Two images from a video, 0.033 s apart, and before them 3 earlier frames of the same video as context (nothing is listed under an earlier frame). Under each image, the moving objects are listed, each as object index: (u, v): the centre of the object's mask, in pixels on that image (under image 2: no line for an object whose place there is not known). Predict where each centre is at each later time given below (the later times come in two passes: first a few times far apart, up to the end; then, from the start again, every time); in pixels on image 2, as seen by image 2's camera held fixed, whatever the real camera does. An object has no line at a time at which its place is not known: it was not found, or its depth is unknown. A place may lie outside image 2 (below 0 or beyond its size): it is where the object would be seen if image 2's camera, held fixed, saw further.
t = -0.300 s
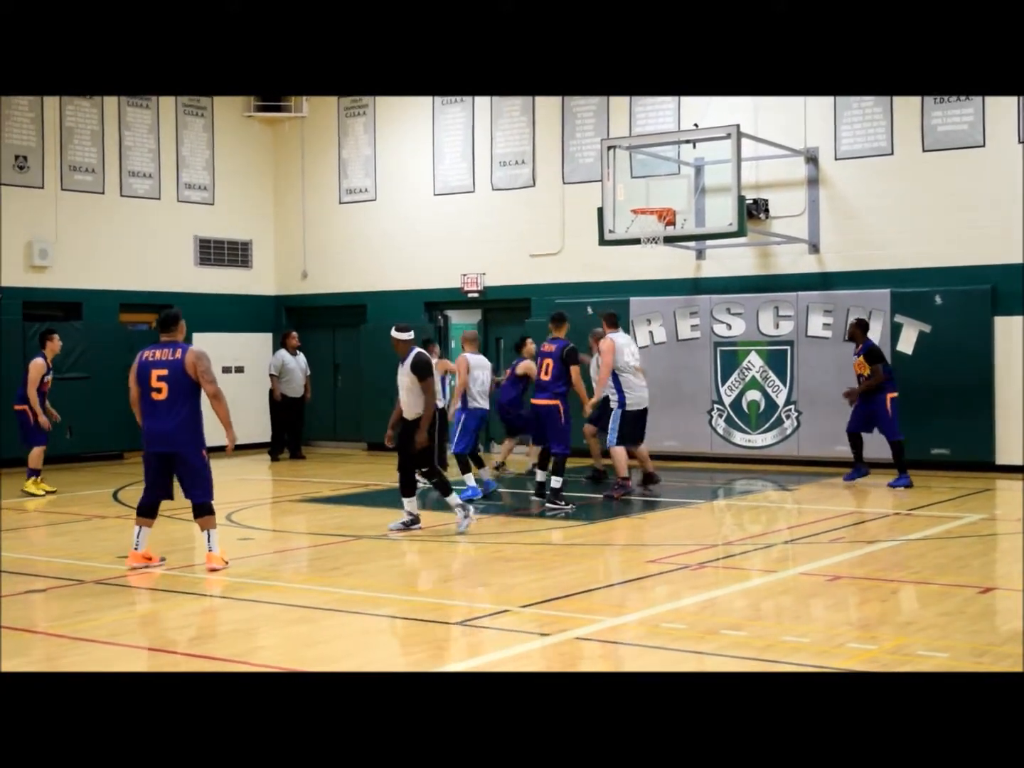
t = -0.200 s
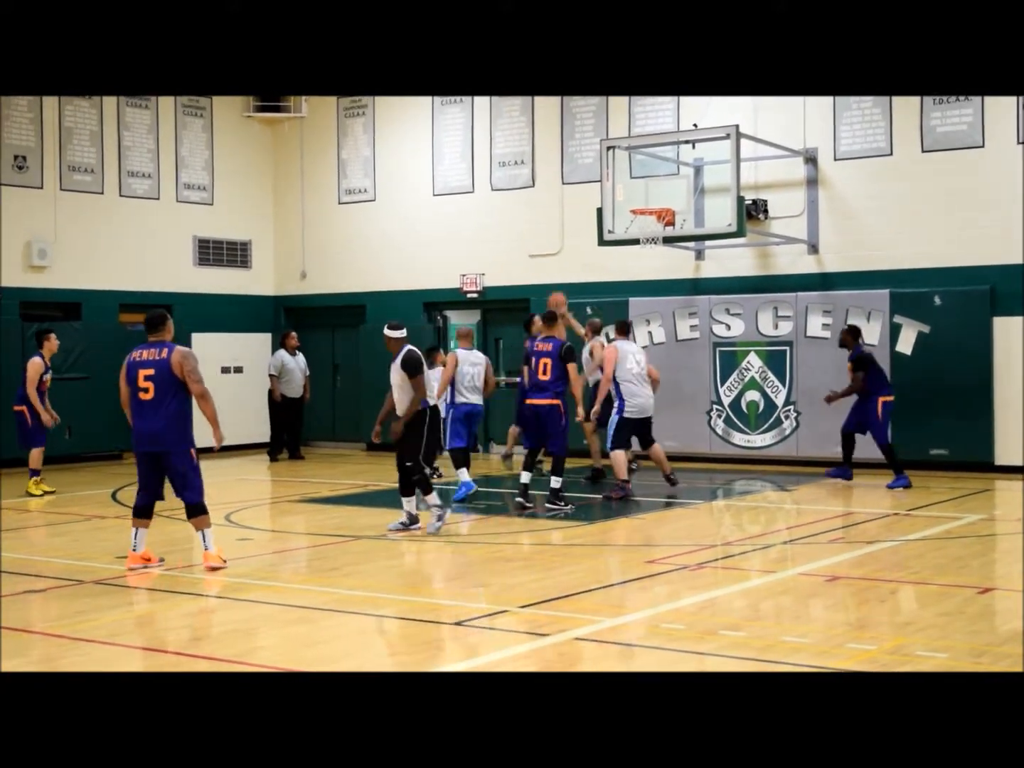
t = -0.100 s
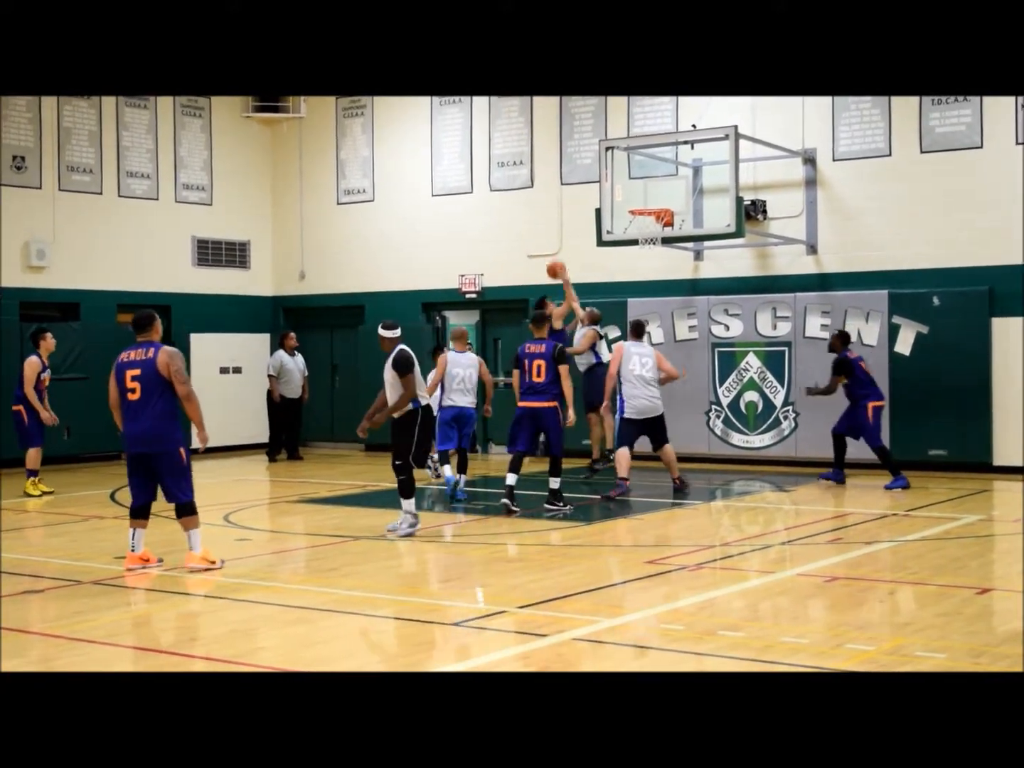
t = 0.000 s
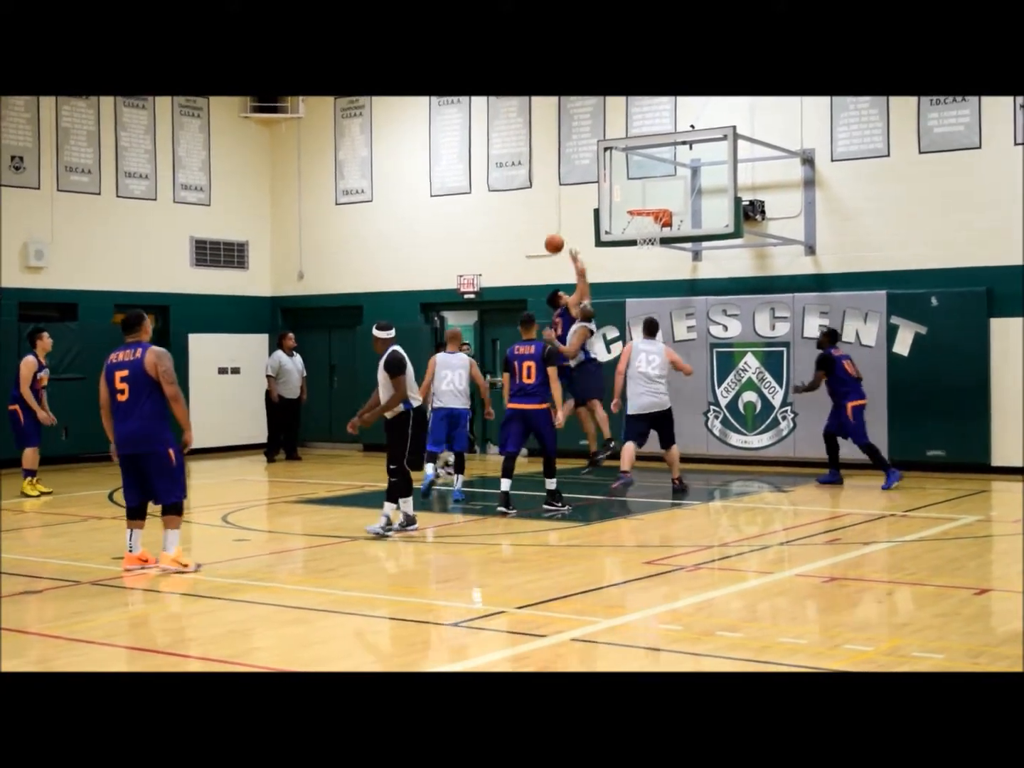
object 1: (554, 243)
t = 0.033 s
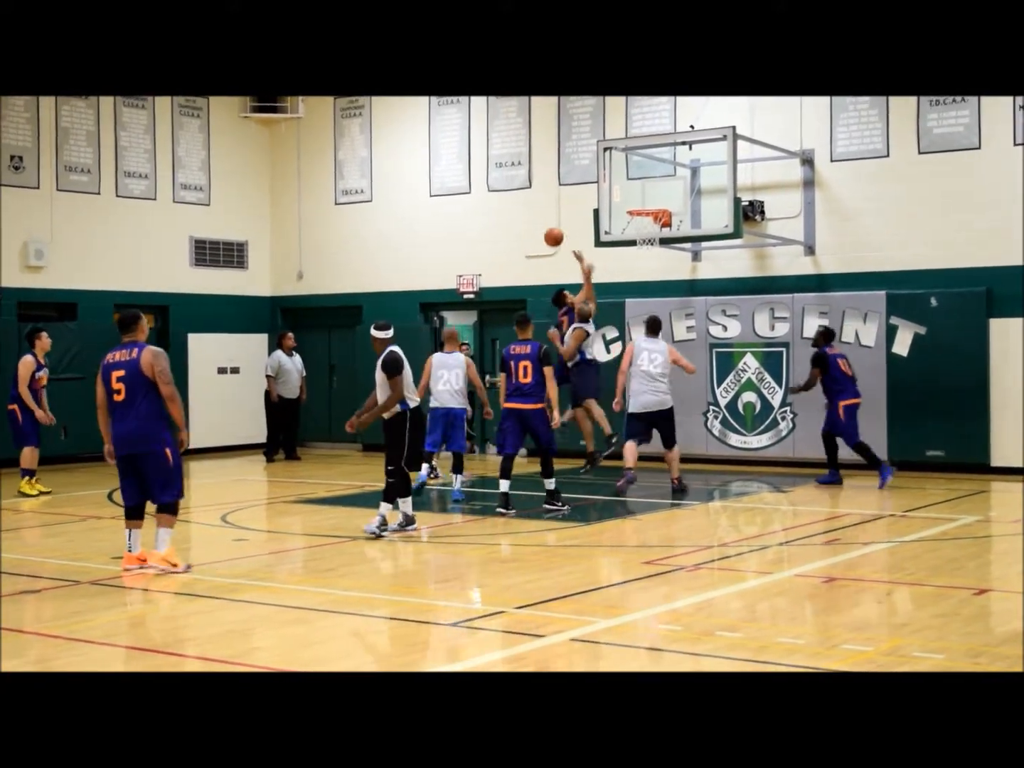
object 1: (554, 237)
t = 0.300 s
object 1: (552, 215)
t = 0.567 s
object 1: (551, 249)
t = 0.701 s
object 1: (551, 286)
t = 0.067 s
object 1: (553, 231)
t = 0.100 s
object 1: (553, 226)
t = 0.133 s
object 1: (553, 222)
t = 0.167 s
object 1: (553, 219)
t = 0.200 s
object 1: (552, 217)
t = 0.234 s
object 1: (552, 215)
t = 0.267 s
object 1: (552, 215)
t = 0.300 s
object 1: (552, 215)
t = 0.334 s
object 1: (552, 217)
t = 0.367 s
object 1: (552, 219)
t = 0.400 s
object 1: (552, 221)
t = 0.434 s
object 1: (552, 225)
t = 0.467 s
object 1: (551, 230)
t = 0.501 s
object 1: (551, 235)
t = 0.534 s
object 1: (552, 241)
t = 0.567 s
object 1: (551, 249)
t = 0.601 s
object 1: (551, 257)
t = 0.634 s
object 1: (551, 266)
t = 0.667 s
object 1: (551, 275)
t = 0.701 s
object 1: (551, 286)
